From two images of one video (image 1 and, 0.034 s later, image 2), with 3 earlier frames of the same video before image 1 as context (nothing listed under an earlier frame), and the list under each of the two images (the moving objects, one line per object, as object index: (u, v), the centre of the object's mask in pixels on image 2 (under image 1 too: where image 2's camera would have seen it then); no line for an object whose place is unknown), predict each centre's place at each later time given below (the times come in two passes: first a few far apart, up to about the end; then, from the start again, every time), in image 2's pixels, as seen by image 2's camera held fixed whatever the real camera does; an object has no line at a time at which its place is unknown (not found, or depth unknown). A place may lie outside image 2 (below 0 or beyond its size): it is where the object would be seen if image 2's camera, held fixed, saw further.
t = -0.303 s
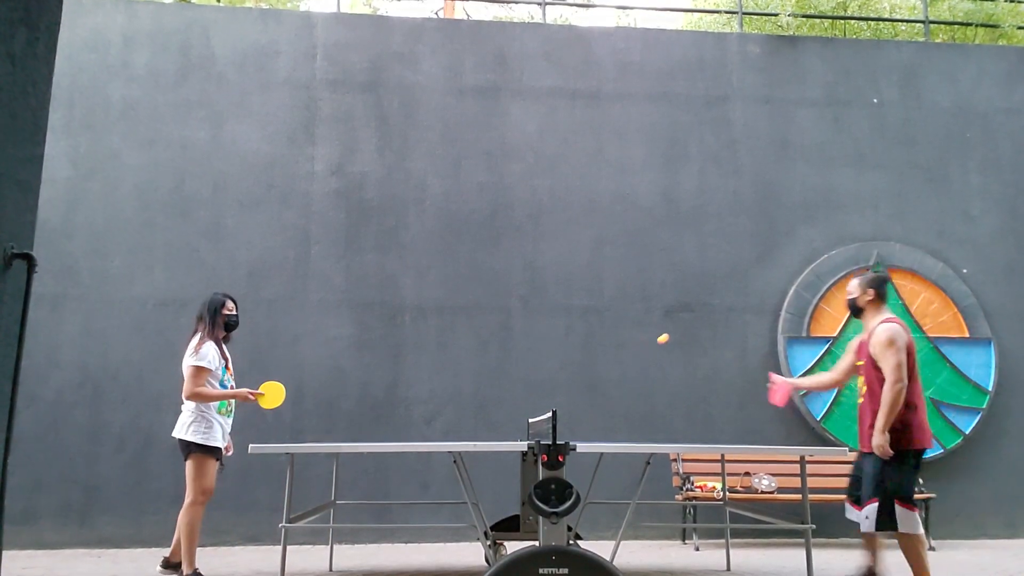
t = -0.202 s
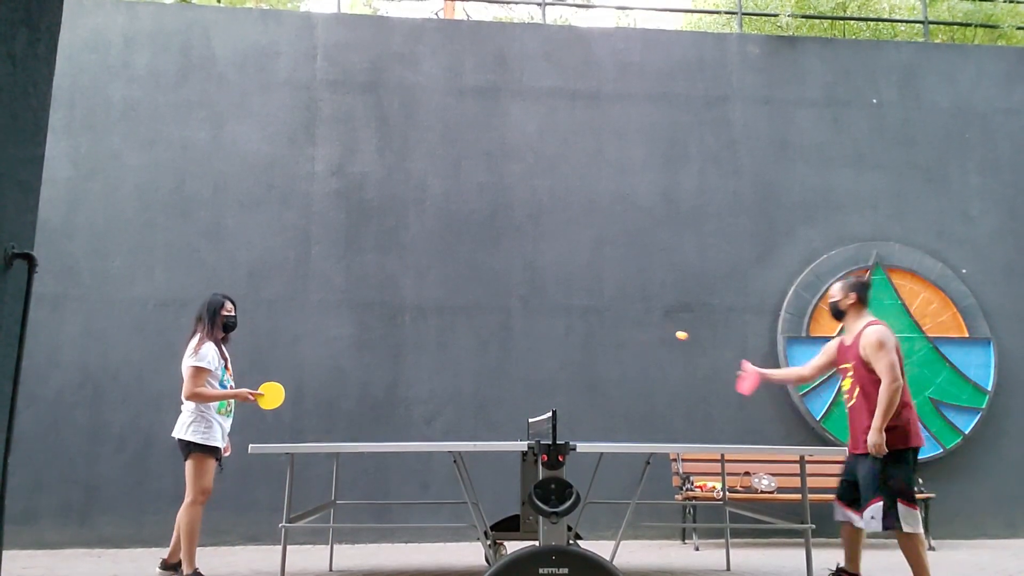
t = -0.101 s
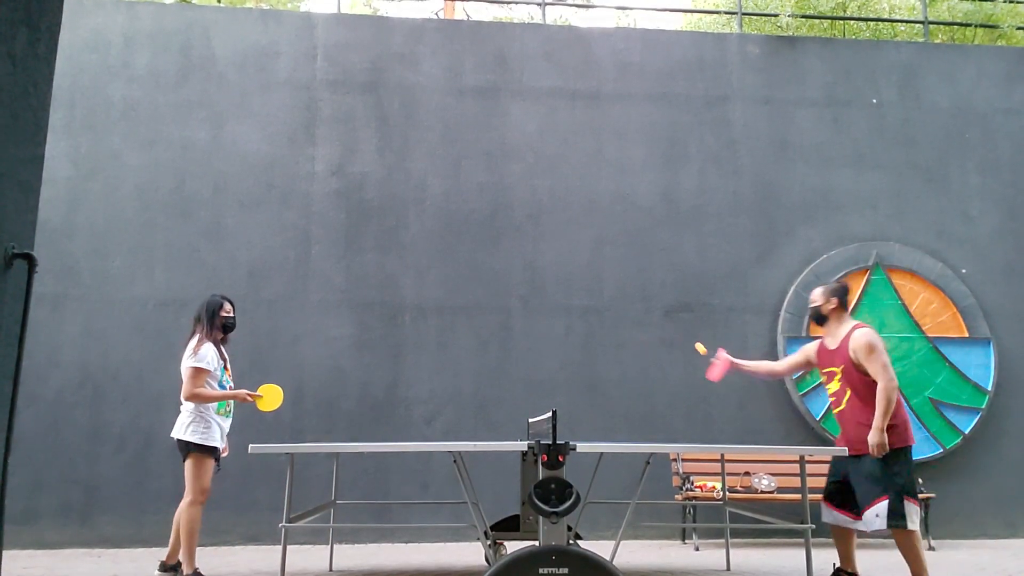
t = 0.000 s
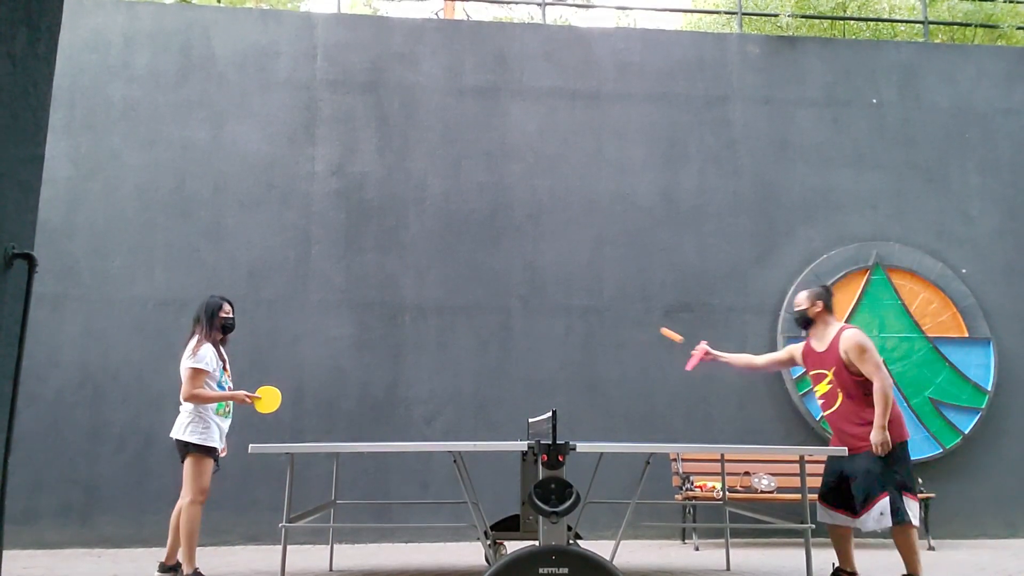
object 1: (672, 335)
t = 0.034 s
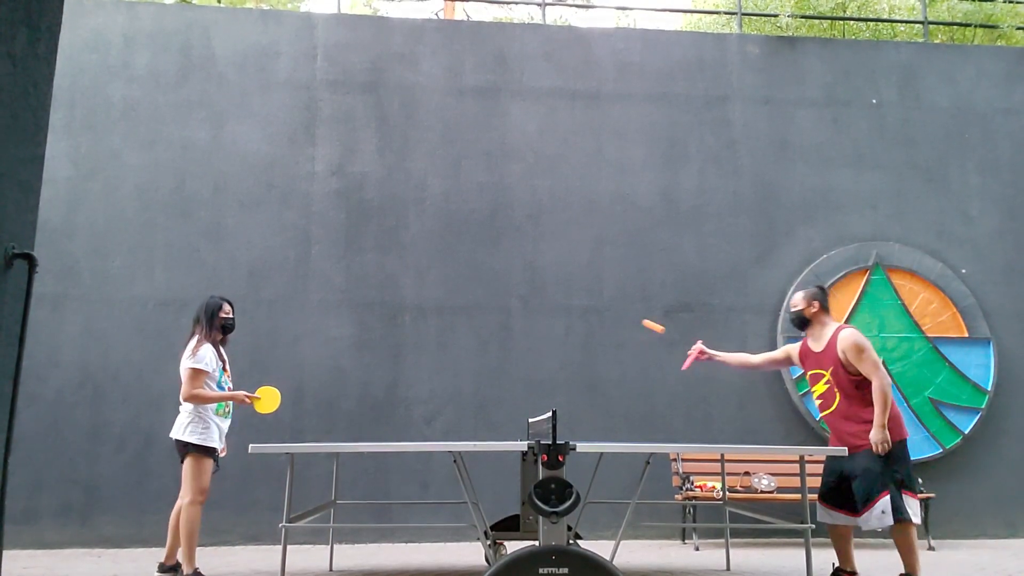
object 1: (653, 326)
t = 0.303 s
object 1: (517, 322)
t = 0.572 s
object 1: (385, 434)
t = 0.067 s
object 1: (636, 319)
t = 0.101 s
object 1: (618, 314)
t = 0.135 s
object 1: (601, 310)
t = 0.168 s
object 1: (583, 309)
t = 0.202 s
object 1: (567, 310)
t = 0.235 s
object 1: (550, 312)
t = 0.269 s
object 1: (534, 316)
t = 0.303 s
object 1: (517, 322)
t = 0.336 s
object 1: (500, 330)
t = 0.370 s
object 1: (484, 339)
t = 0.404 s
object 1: (467, 351)
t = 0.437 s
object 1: (451, 365)
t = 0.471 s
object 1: (434, 381)
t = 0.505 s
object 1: (418, 398)
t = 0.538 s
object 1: (401, 418)
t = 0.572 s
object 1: (385, 434)
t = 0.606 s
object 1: (375, 421)
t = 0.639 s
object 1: (367, 404)
